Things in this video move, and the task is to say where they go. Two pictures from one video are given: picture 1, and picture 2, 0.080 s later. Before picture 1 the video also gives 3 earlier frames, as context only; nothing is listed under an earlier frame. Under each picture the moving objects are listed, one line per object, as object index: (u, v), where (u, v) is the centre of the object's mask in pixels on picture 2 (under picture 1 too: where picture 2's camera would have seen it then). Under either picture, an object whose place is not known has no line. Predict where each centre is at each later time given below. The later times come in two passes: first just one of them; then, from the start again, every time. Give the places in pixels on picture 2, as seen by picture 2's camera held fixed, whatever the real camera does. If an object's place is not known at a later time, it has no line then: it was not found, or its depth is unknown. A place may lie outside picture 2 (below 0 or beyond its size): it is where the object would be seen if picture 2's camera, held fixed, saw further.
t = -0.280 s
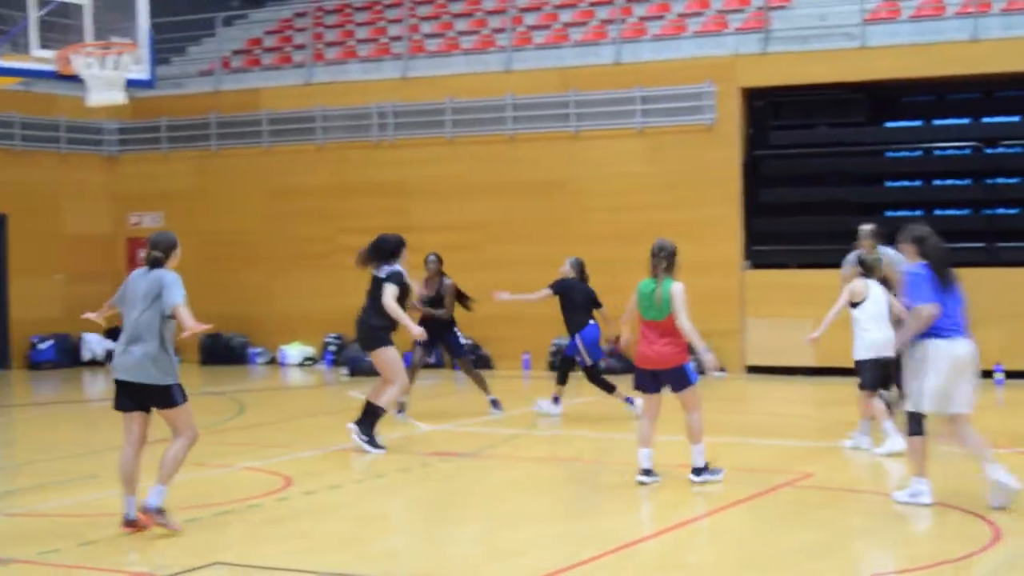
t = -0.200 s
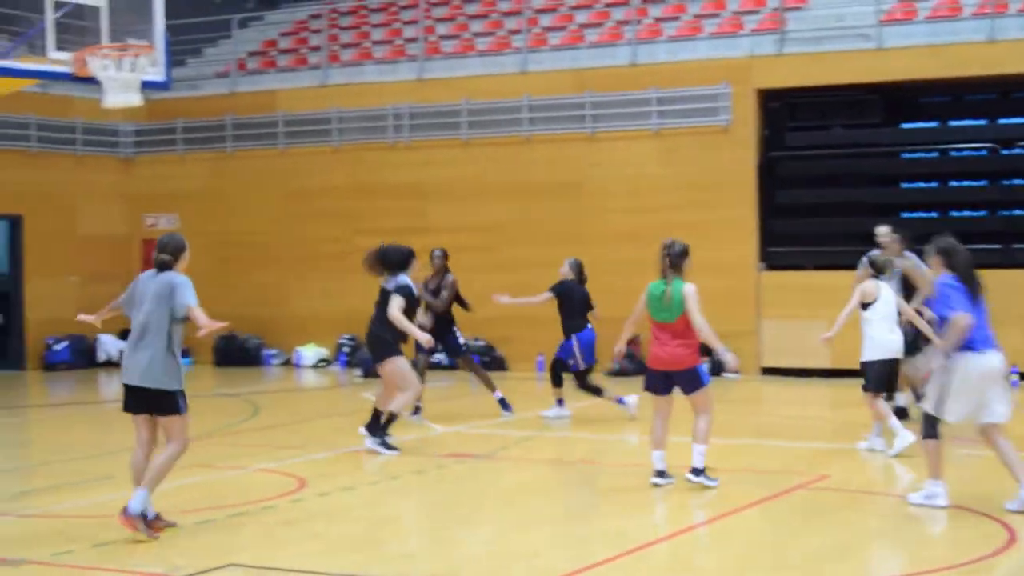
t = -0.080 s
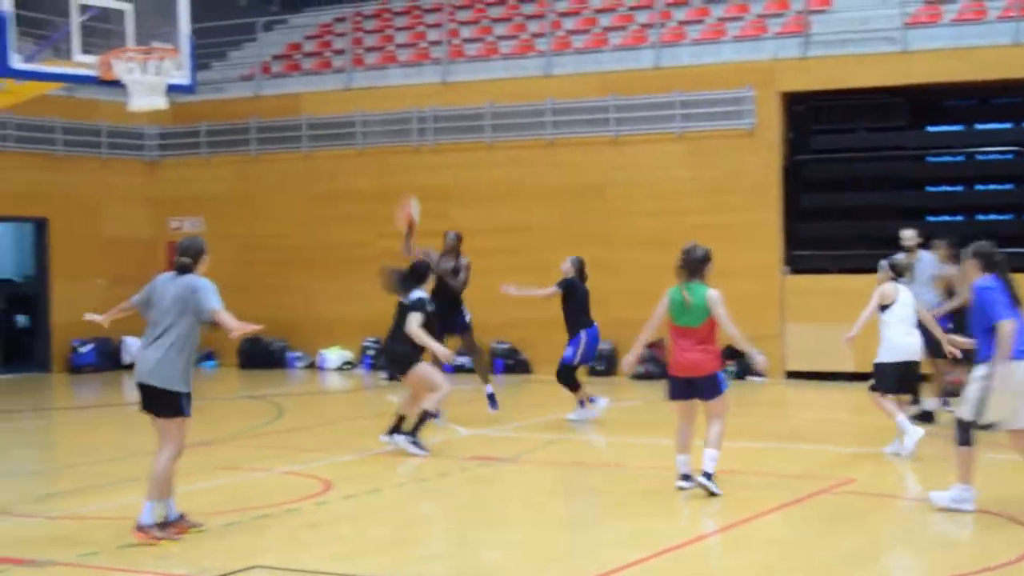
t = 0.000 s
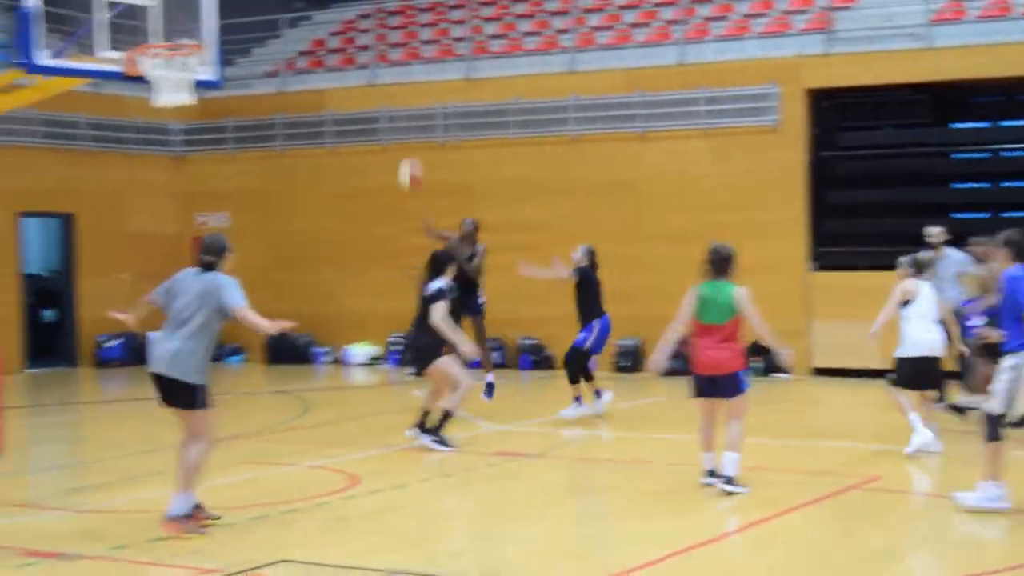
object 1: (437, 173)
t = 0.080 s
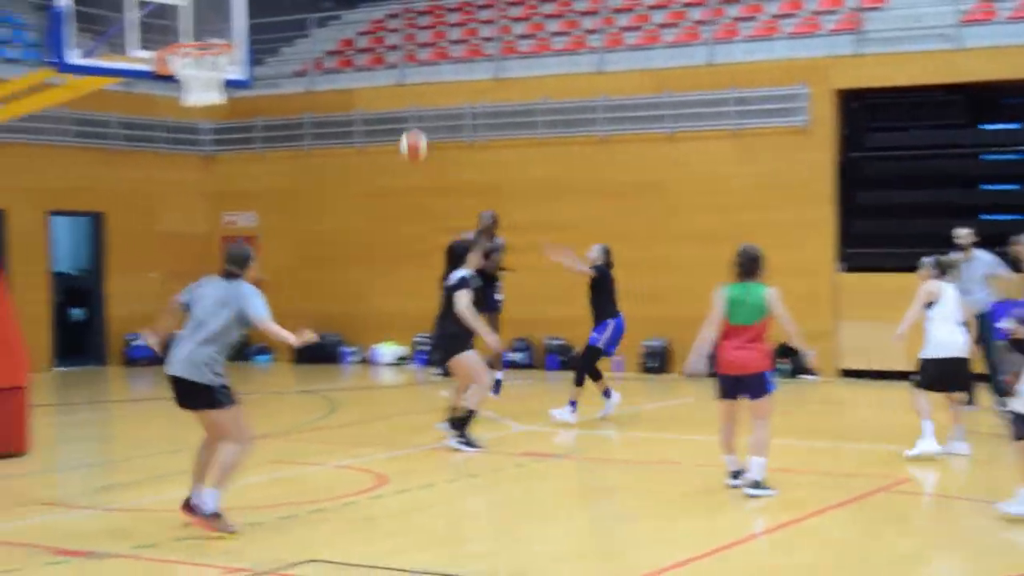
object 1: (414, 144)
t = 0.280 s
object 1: (335, 90)
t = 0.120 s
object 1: (400, 130)
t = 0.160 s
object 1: (385, 121)
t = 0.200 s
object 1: (369, 110)
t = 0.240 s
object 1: (352, 99)
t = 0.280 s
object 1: (335, 90)
